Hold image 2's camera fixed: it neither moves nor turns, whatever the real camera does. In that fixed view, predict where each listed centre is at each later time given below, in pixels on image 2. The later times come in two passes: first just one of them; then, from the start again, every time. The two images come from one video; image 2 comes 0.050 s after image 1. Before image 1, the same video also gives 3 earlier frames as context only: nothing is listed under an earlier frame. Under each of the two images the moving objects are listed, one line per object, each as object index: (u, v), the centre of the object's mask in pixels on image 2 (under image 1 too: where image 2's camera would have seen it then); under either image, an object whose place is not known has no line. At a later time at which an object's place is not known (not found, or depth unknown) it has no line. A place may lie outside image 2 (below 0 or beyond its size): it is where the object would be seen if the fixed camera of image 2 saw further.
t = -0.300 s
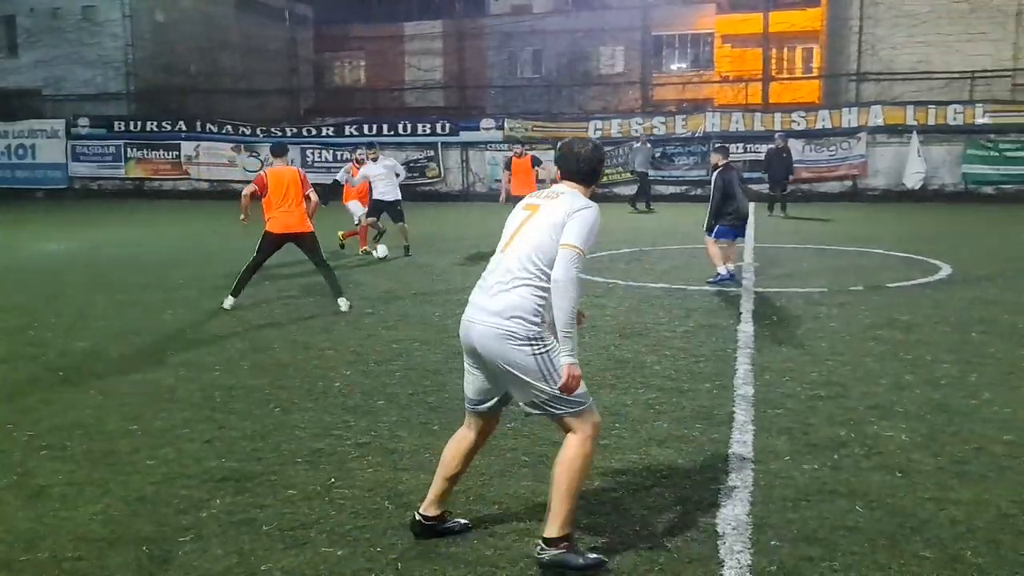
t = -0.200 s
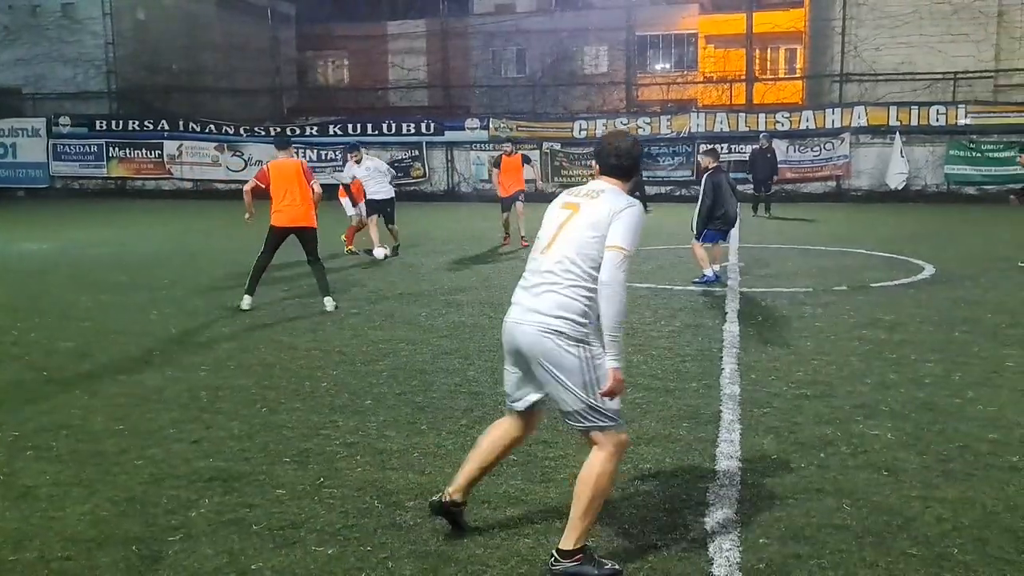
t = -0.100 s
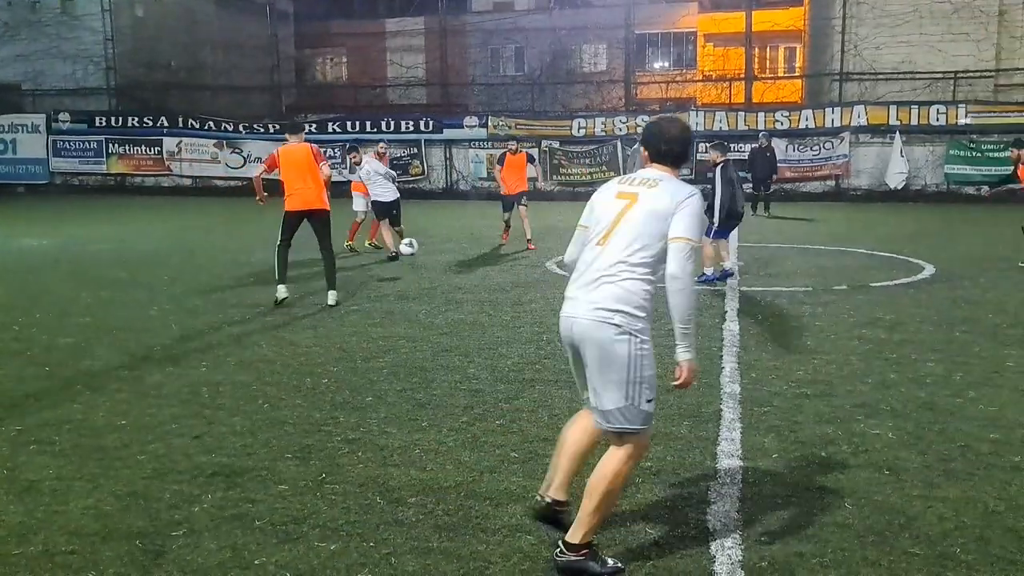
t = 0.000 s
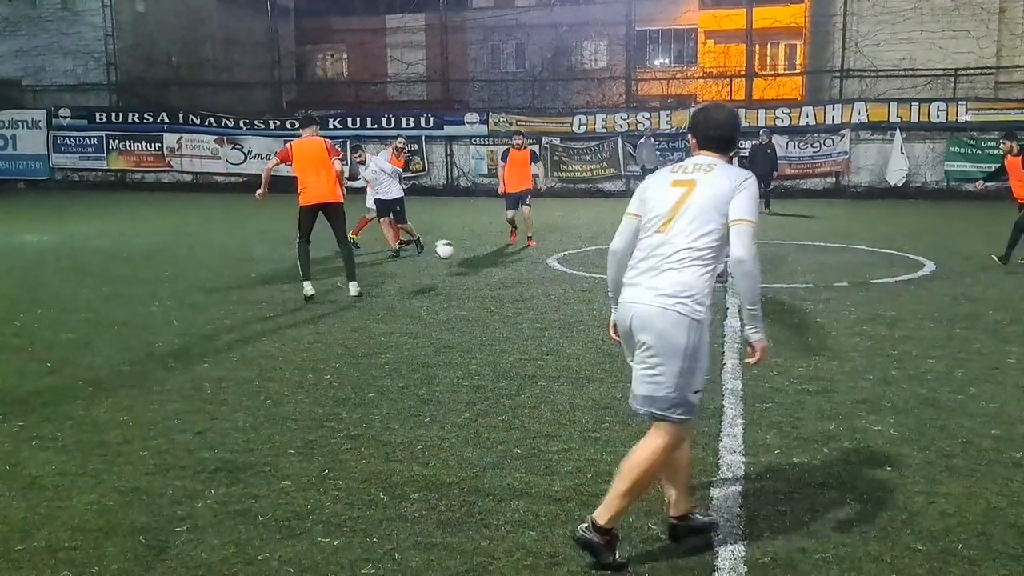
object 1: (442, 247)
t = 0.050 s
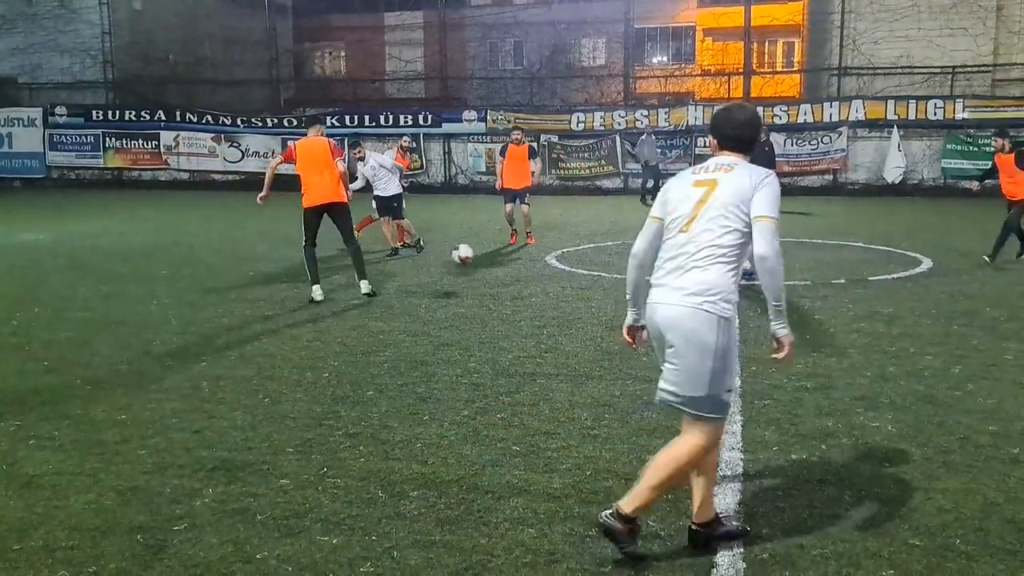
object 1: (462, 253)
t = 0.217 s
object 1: (543, 300)
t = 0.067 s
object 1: (469, 256)
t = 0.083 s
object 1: (477, 260)
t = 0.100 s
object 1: (484, 264)
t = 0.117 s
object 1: (491, 268)
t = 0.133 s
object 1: (501, 273)
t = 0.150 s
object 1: (509, 278)
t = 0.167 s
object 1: (517, 284)
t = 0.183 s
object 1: (527, 290)
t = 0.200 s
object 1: (536, 298)
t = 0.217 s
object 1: (543, 300)
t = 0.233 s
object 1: (554, 299)
